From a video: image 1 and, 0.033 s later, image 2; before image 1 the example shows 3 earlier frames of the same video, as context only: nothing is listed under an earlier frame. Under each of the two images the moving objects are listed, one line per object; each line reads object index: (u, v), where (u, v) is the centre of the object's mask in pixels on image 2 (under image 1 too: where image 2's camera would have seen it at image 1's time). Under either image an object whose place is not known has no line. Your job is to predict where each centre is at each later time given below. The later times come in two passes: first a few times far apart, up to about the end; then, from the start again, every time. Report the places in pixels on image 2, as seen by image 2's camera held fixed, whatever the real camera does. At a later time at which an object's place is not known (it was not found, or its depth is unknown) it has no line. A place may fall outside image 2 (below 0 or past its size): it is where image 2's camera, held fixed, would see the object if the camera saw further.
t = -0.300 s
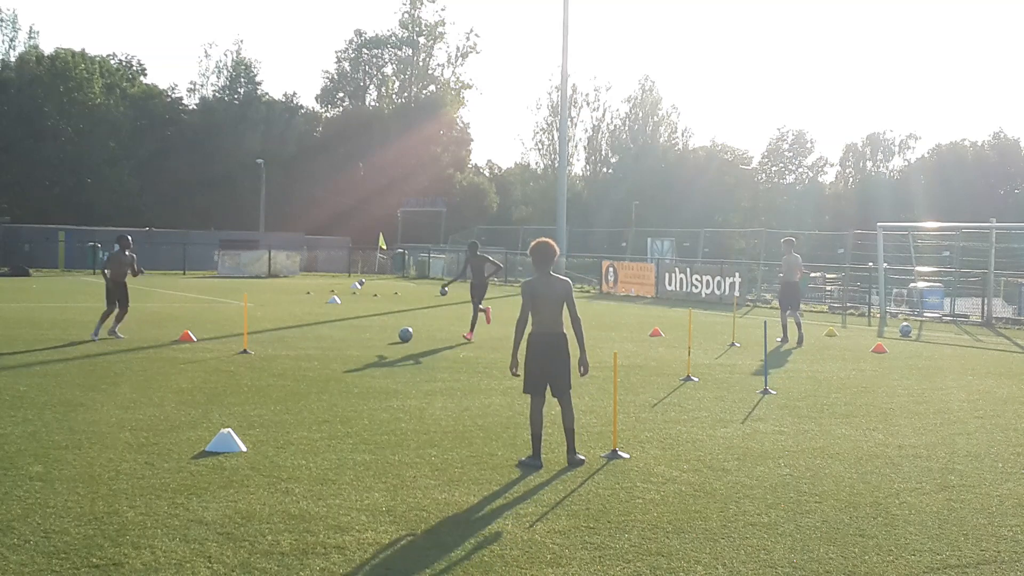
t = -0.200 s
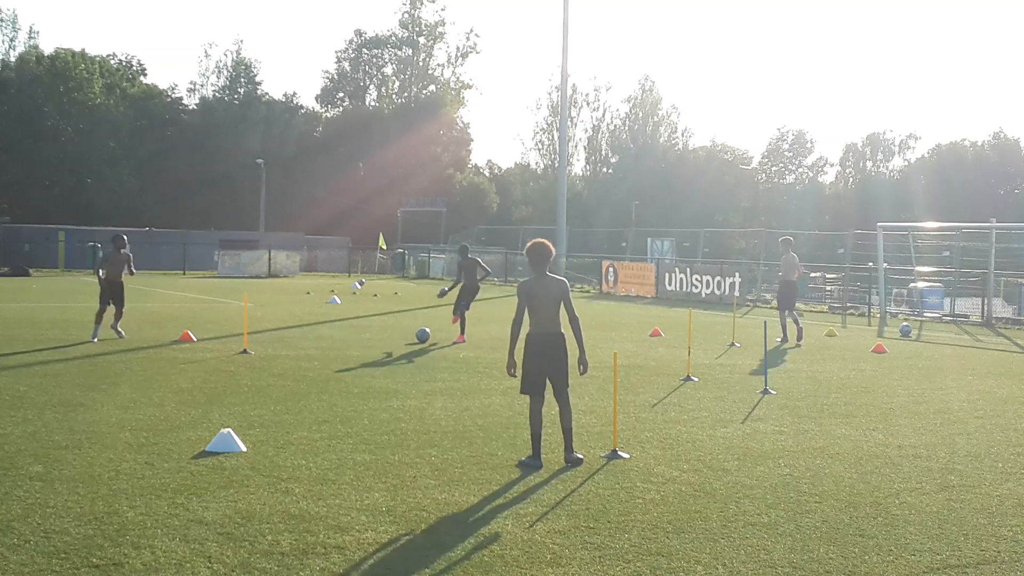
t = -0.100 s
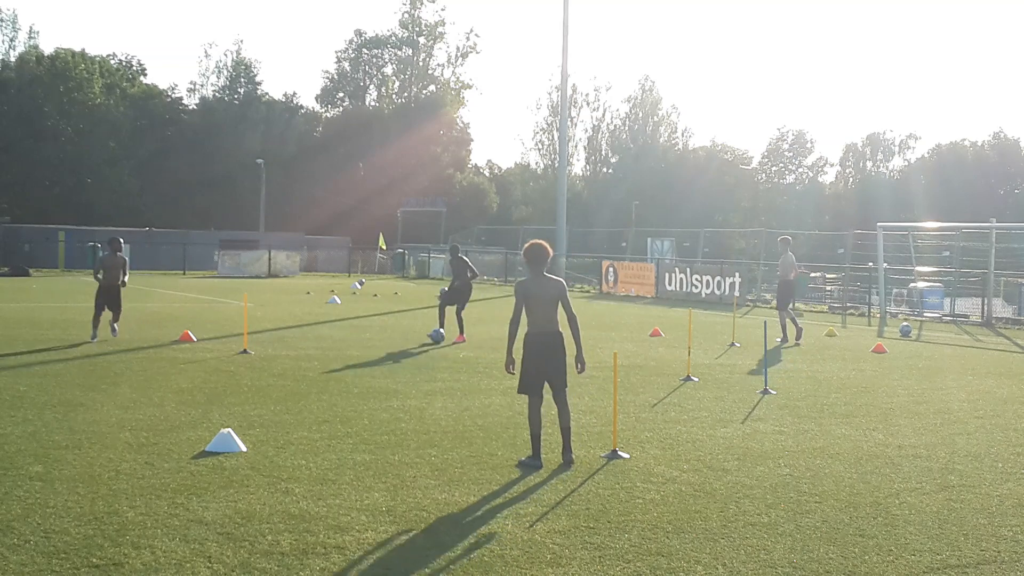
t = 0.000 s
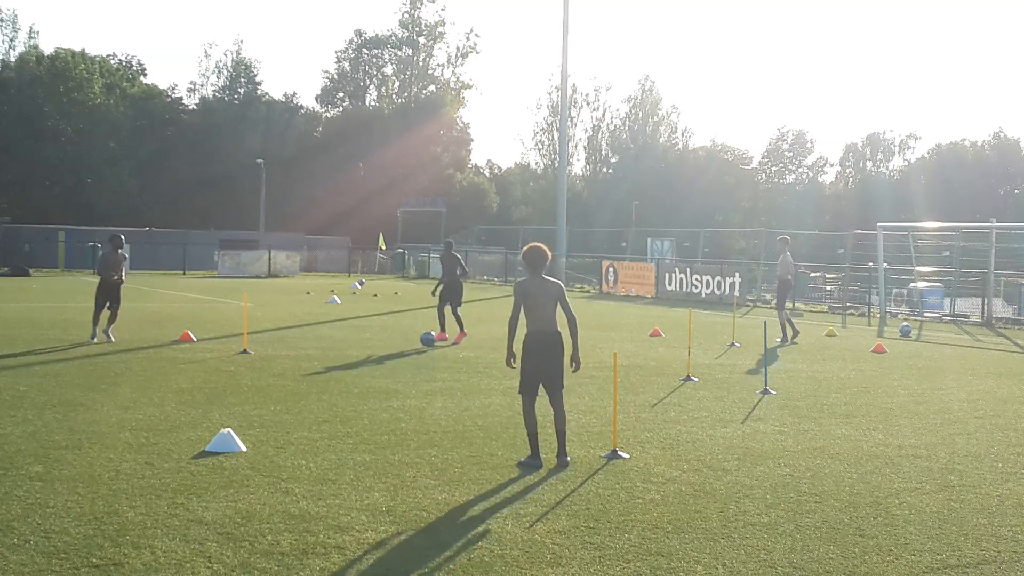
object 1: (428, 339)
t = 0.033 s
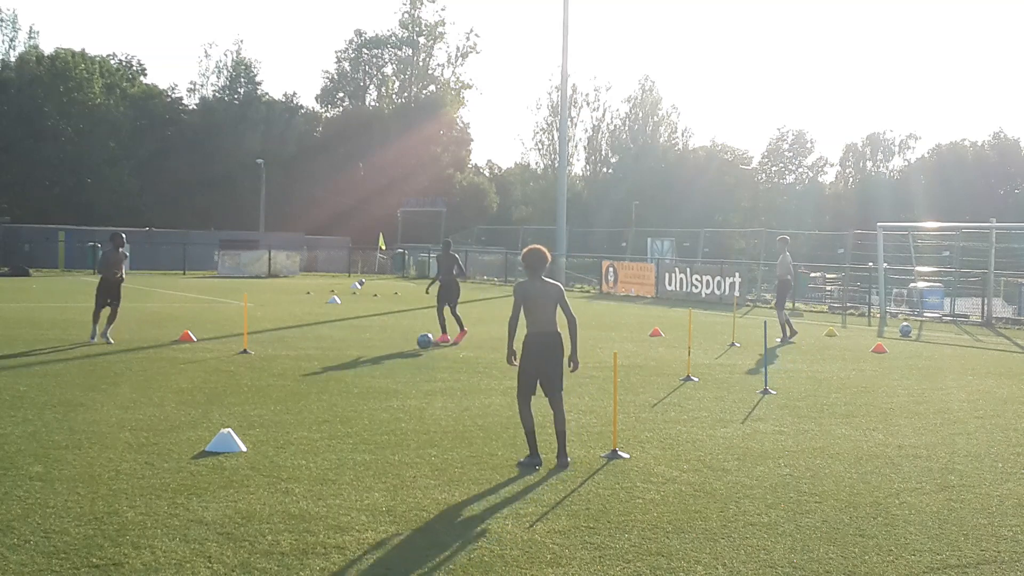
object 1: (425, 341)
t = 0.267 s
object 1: (401, 362)
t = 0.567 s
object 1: (369, 393)
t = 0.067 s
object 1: (422, 344)
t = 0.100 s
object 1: (418, 348)
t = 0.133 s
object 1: (414, 353)
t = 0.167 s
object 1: (411, 355)
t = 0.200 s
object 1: (408, 356)
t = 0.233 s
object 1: (405, 359)
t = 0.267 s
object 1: (401, 362)
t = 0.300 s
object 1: (398, 366)
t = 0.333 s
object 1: (394, 371)
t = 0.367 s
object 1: (391, 372)
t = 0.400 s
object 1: (388, 373)
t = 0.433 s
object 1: (384, 376)
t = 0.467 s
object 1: (380, 379)
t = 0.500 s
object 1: (376, 385)
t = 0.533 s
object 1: (372, 392)
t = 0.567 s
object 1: (369, 393)
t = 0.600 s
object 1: (365, 394)
